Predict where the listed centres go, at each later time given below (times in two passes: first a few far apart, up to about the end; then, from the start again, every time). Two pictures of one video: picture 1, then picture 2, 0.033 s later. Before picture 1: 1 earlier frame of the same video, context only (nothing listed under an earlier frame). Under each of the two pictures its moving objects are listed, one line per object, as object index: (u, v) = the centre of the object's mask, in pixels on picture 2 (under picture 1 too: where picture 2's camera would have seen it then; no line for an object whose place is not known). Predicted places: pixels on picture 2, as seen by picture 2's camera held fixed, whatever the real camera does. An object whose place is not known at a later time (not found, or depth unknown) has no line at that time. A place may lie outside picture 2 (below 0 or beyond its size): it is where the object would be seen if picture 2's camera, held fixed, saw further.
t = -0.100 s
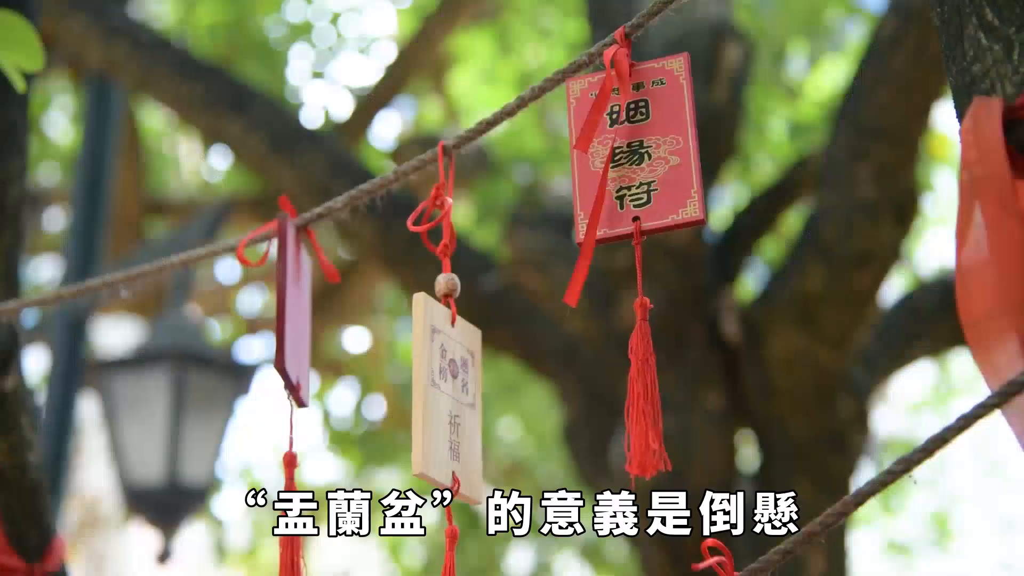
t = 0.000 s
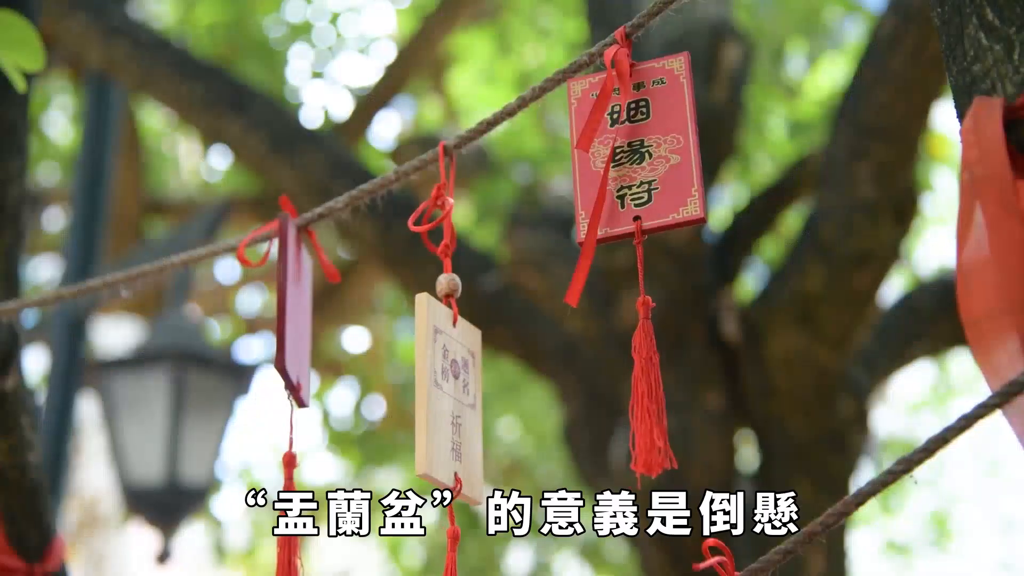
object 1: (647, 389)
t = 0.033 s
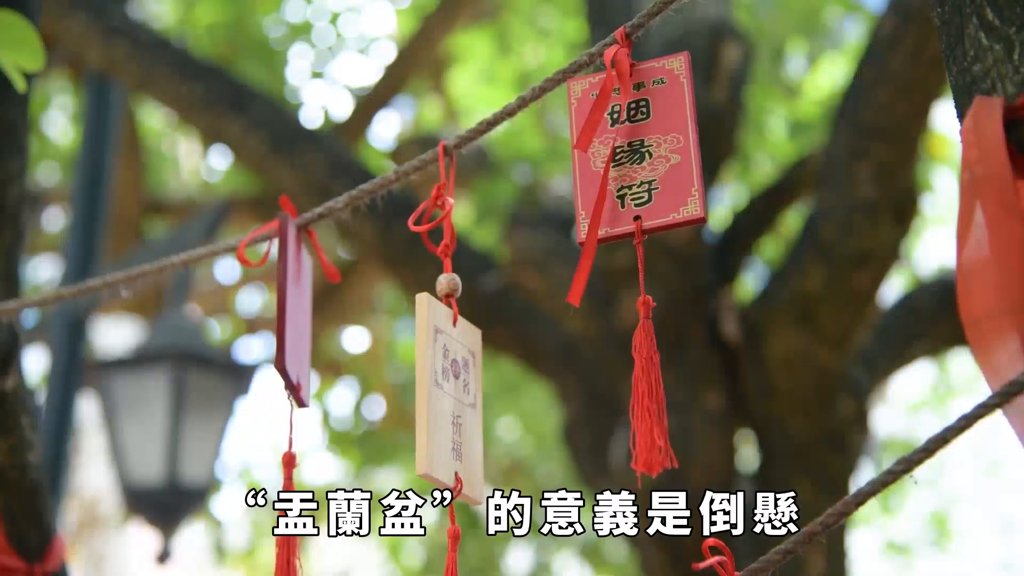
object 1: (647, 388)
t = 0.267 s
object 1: (647, 392)
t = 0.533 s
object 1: (635, 389)
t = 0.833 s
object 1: (649, 391)
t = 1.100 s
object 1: (640, 390)
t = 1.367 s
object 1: (654, 388)
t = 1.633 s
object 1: (638, 386)
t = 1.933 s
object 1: (655, 388)
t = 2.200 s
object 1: (639, 386)
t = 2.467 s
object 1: (653, 388)
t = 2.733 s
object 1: (637, 388)
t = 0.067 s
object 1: (647, 388)
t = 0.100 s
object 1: (647, 387)
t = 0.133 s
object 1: (646, 388)
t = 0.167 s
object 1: (646, 390)
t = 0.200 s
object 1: (646, 390)
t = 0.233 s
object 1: (647, 391)
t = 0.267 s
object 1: (647, 392)
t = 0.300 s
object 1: (647, 393)
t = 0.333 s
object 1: (647, 394)
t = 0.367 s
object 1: (646, 394)
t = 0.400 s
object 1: (644, 393)
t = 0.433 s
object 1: (642, 392)
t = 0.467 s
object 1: (640, 391)
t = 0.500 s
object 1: (638, 391)
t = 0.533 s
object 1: (635, 389)
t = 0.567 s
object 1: (633, 387)
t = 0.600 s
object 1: (632, 384)
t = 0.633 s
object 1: (632, 382)
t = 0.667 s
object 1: (633, 382)
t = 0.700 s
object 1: (636, 384)
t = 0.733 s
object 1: (640, 386)
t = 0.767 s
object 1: (644, 388)
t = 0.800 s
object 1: (648, 390)
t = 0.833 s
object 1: (649, 391)
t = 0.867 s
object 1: (650, 392)
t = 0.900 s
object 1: (649, 393)
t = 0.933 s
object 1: (648, 394)
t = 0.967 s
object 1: (646, 394)
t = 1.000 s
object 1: (644, 394)
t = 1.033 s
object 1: (642, 393)
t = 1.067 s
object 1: (641, 391)
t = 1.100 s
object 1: (640, 390)
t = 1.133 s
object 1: (640, 388)
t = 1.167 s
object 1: (642, 387)
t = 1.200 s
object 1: (644, 386)
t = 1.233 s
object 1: (647, 386)
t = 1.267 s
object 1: (650, 386)
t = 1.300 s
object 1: (653, 387)
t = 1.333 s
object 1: (654, 387)
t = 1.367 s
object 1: (654, 388)
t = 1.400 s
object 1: (652, 389)
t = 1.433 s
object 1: (650, 390)
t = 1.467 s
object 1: (648, 390)
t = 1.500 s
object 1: (645, 389)
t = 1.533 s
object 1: (643, 389)
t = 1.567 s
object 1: (640, 388)
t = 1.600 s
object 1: (639, 387)
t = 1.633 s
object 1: (638, 386)
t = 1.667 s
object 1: (639, 385)
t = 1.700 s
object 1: (640, 385)
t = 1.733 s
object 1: (643, 384)
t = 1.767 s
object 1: (646, 385)
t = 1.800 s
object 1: (649, 384)
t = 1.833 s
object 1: (652, 385)
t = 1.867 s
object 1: (654, 387)
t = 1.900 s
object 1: (655, 388)
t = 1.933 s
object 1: (655, 388)
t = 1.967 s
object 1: (653, 388)
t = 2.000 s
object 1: (651, 389)
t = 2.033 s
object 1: (648, 388)
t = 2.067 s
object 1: (645, 388)
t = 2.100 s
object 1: (643, 389)
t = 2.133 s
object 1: (641, 389)
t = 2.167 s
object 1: (639, 388)
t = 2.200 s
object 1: (639, 386)
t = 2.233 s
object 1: (640, 387)
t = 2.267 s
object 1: (642, 385)
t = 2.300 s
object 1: (644, 386)
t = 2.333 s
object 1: (647, 385)
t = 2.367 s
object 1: (649, 386)
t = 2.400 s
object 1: (651, 386)
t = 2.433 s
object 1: (653, 387)
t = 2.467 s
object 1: (653, 388)
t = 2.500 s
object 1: (652, 390)
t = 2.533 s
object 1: (651, 391)
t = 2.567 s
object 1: (649, 392)
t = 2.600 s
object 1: (646, 391)
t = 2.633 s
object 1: (643, 391)
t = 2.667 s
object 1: (640, 390)
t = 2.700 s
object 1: (638, 389)
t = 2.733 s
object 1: (637, 388)
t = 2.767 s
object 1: (636, 386)
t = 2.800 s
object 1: (638, 385)
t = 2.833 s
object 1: (641, 384)
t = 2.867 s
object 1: (645, 384)
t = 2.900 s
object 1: (650, 384)
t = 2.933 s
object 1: (653, 385)
